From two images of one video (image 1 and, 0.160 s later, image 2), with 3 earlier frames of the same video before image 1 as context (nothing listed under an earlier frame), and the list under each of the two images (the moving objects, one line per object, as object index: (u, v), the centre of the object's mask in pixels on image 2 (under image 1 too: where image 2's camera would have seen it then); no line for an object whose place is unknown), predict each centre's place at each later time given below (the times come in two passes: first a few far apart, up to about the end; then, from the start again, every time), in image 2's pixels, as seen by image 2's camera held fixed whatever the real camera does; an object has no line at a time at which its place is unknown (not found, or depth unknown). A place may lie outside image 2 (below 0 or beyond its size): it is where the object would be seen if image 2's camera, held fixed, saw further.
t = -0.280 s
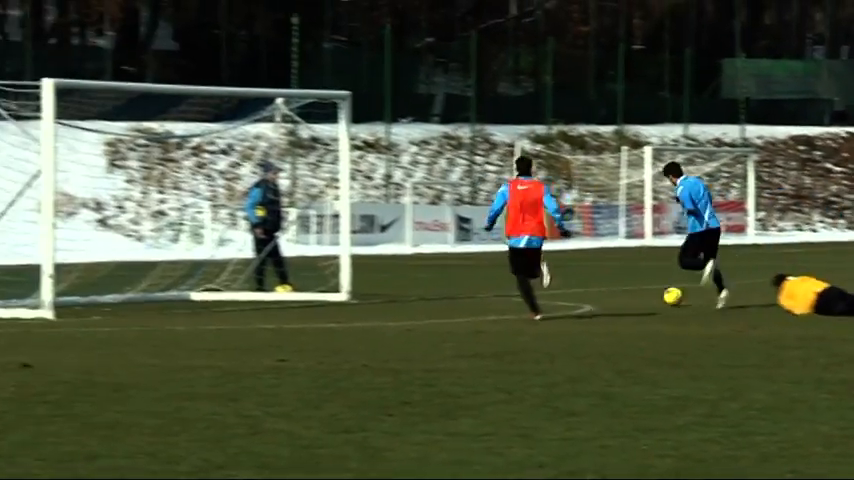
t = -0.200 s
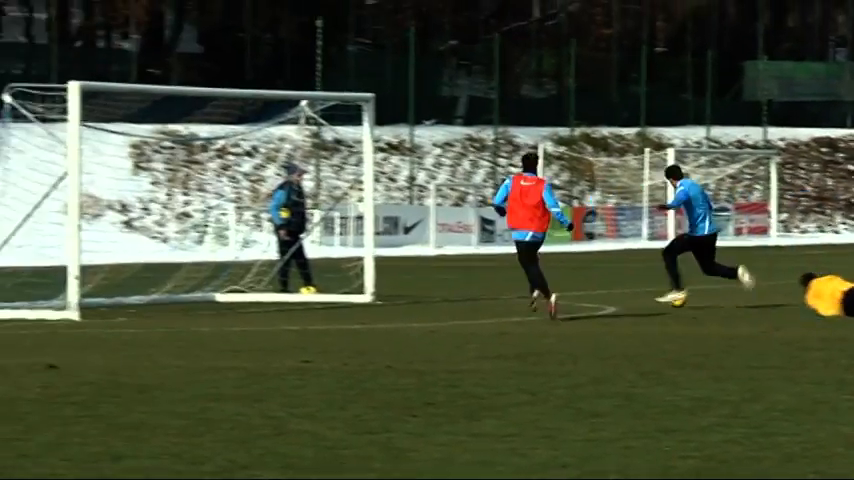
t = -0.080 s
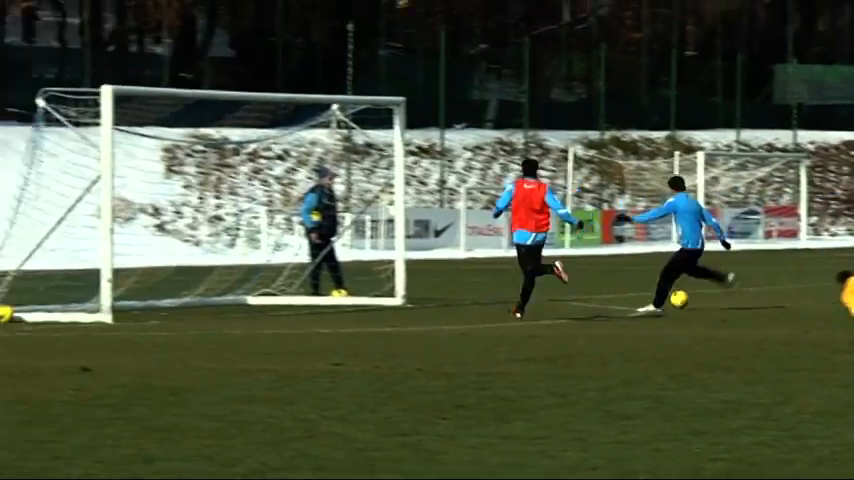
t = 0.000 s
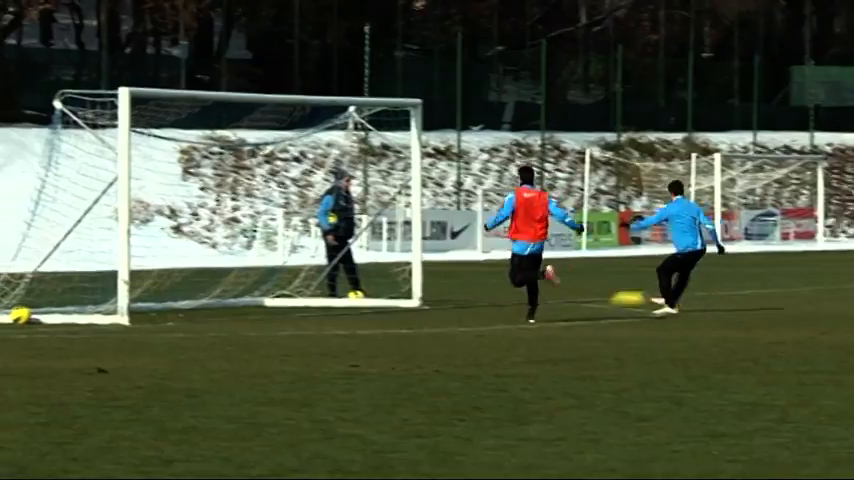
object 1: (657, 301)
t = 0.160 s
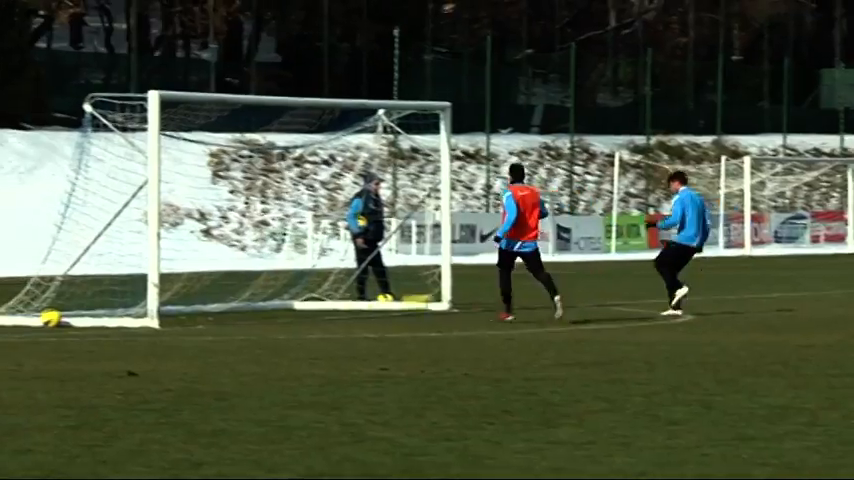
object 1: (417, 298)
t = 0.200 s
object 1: (361, 298)
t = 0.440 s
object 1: (247, 213)
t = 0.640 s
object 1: (285, 159)
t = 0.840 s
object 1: (337, 145)
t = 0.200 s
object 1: (361, 298)
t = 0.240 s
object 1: (307, 297)
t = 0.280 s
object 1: (251, 297)
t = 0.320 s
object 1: (240, 276)
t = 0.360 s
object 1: (241, 252)
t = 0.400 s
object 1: (244, 232)
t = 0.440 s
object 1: (247, 213)
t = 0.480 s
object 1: (253, 199)
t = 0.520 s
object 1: (257, 186)
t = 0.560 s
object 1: (266, 175)
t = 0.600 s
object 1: (275, 166)
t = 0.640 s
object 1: (285, 159)
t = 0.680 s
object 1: (297, 154)
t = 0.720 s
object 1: (307, 150)
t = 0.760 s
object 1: (317, 147)
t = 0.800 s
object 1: (326, 146)
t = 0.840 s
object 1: (337, 145)
